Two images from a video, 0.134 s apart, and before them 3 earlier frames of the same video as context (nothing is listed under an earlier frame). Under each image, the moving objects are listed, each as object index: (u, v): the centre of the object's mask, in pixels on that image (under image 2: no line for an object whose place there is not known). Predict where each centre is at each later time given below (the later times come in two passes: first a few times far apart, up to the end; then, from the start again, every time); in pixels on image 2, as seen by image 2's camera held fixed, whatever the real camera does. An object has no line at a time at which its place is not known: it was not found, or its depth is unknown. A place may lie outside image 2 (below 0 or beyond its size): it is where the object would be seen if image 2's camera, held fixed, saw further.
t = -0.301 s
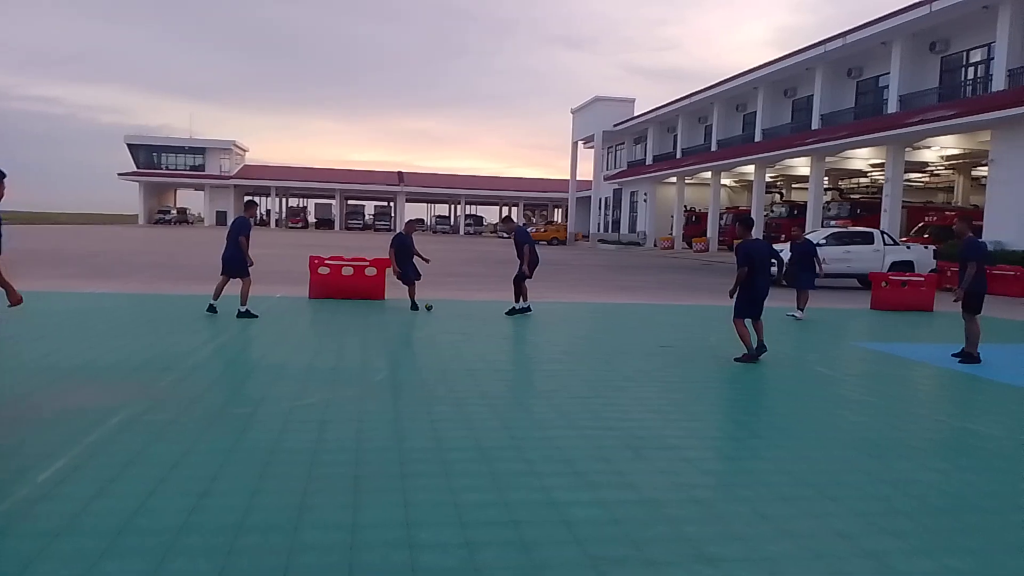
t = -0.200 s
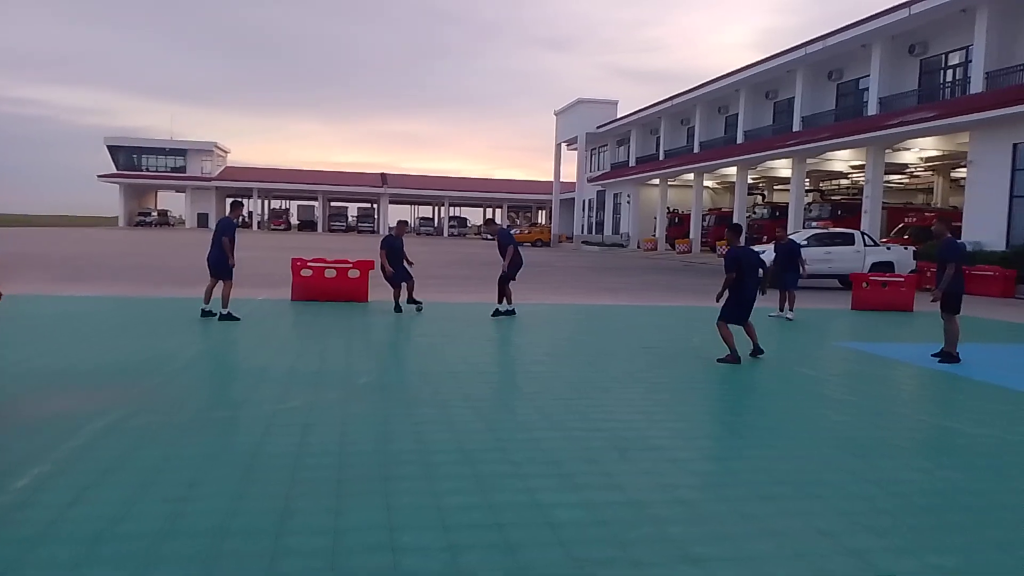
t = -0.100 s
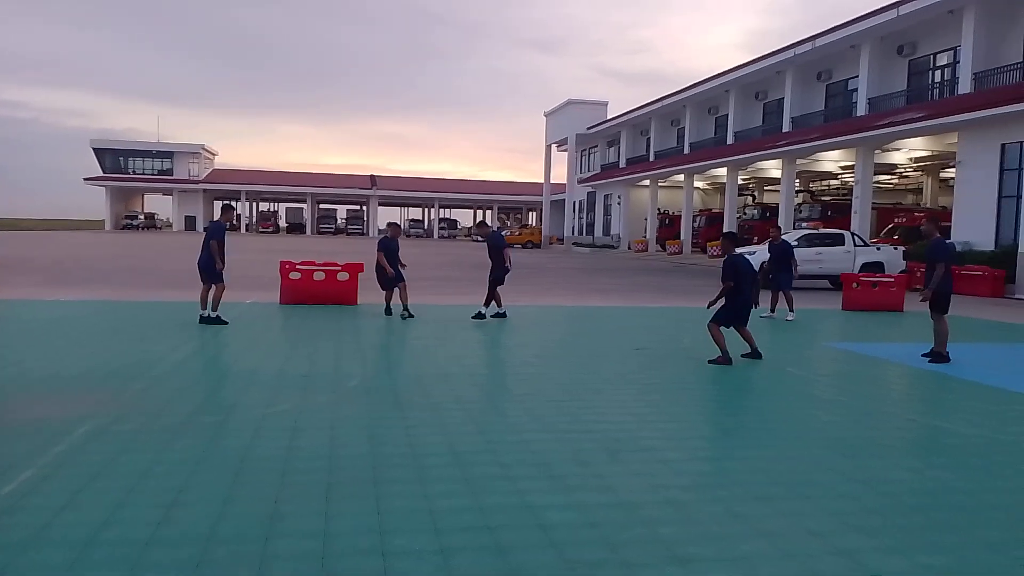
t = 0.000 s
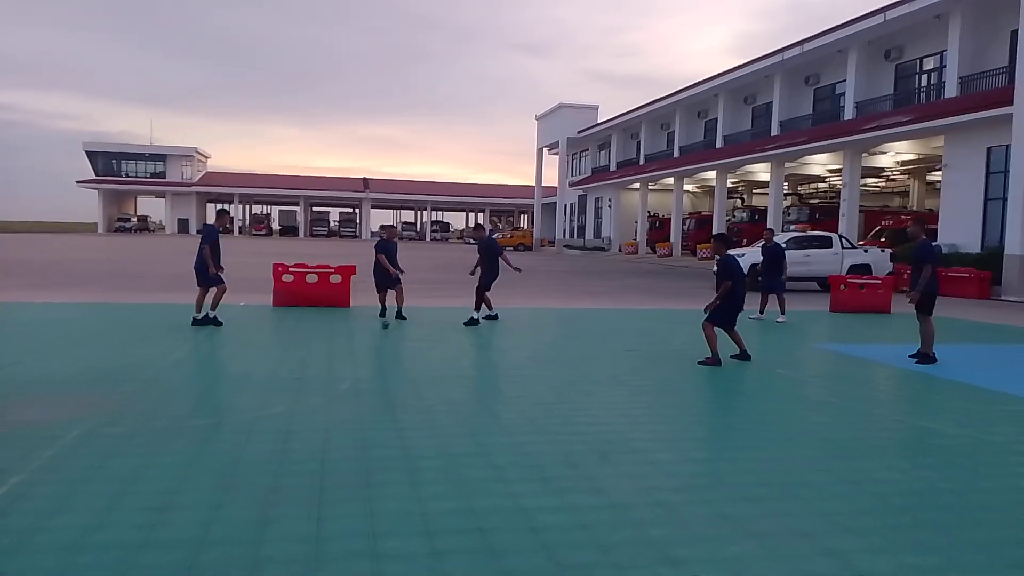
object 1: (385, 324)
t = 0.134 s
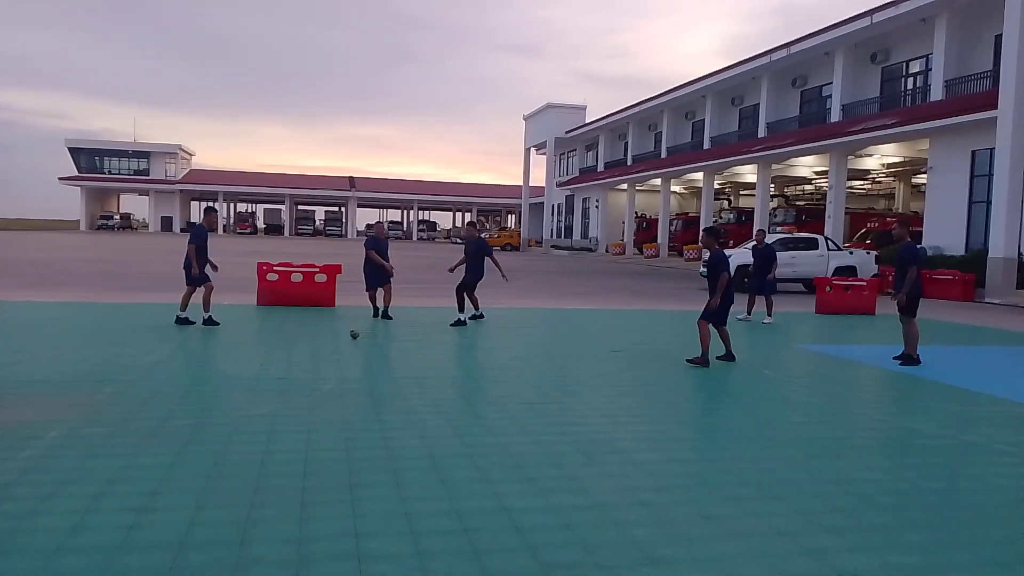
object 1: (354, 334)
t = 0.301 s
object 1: (330, 348)
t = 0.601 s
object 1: (273, 384)
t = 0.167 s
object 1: (350, 337)
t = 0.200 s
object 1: (345, 339)
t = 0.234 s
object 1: (341, 343)
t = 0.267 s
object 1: (336, 345)
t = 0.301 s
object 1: (330, 348)
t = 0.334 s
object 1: (324, 352)
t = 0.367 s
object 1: (319, 356)
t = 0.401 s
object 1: (313, 358)
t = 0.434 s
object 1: (307, 362)
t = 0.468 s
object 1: (300, 367)
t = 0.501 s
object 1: (294, 369)
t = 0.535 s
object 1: (288, 372)
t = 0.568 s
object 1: (280, 378)
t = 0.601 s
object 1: (273, 384)
